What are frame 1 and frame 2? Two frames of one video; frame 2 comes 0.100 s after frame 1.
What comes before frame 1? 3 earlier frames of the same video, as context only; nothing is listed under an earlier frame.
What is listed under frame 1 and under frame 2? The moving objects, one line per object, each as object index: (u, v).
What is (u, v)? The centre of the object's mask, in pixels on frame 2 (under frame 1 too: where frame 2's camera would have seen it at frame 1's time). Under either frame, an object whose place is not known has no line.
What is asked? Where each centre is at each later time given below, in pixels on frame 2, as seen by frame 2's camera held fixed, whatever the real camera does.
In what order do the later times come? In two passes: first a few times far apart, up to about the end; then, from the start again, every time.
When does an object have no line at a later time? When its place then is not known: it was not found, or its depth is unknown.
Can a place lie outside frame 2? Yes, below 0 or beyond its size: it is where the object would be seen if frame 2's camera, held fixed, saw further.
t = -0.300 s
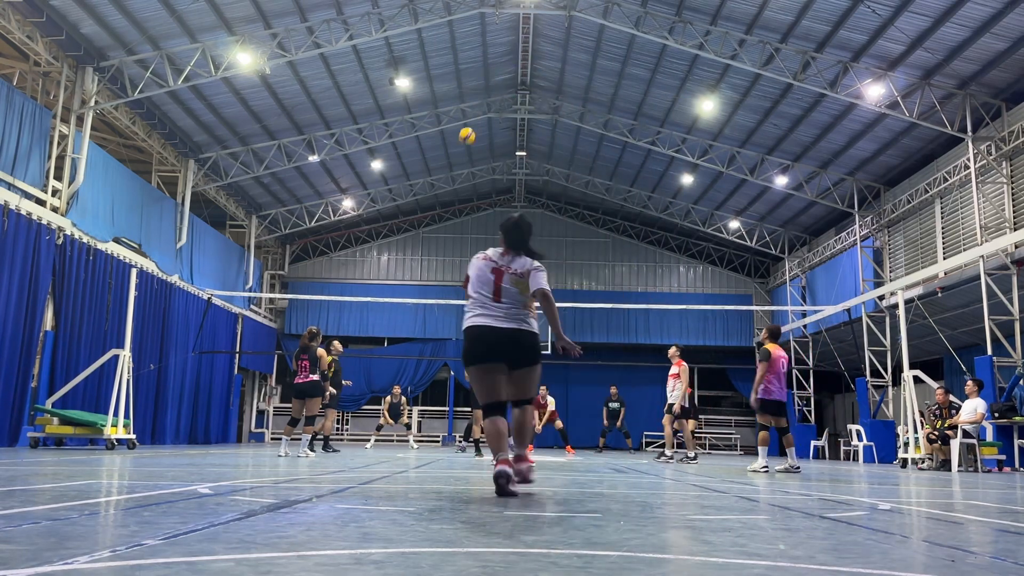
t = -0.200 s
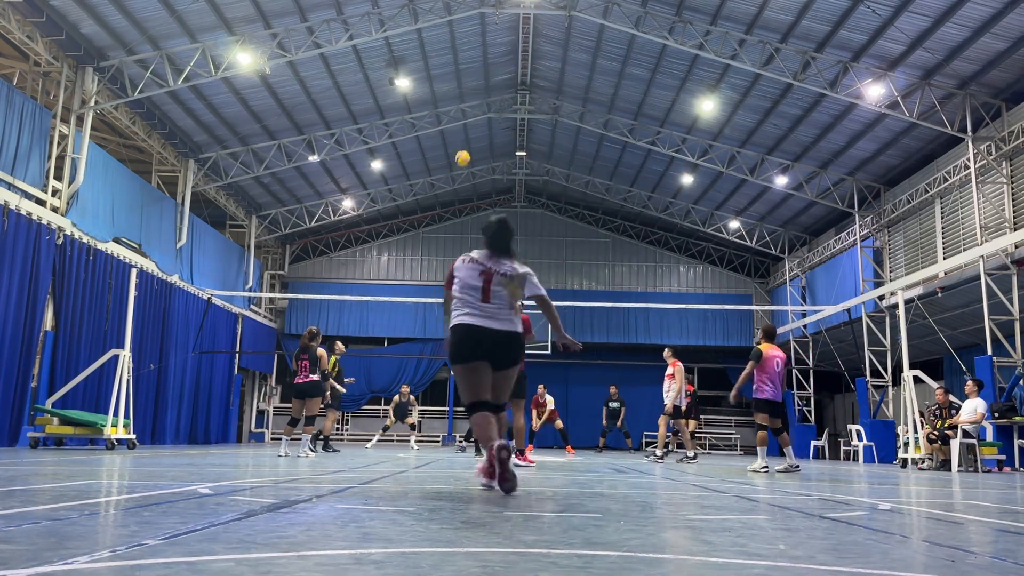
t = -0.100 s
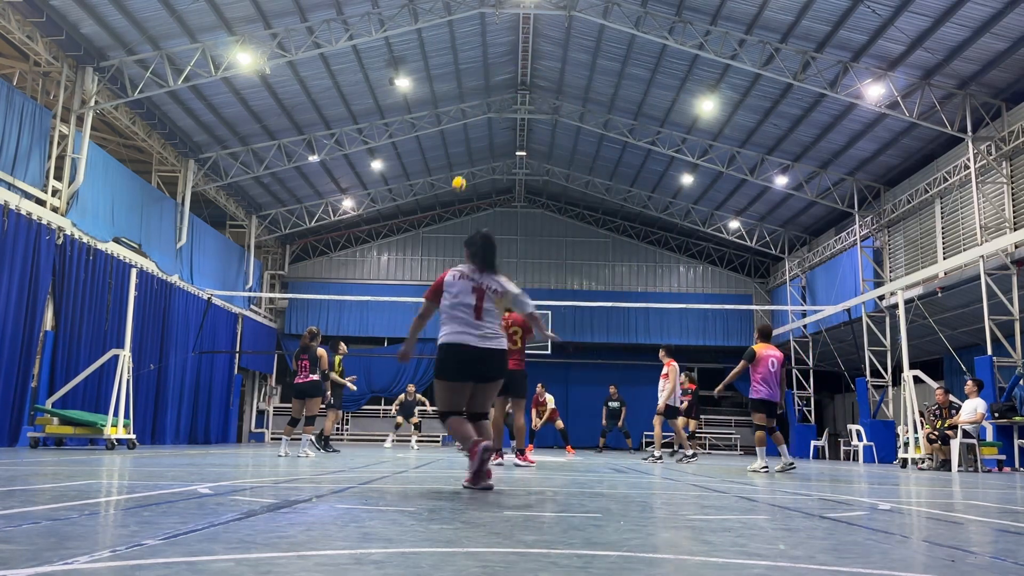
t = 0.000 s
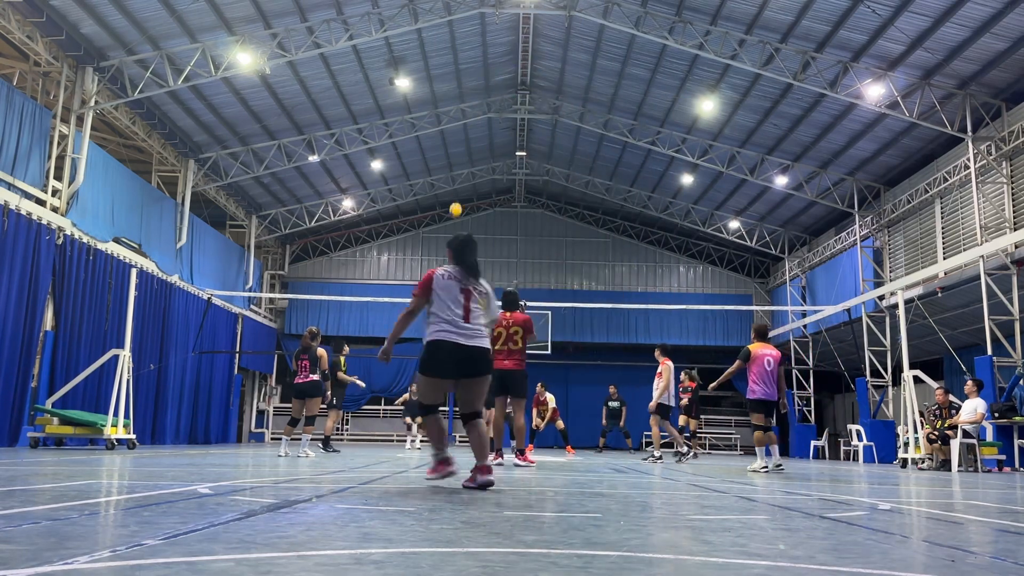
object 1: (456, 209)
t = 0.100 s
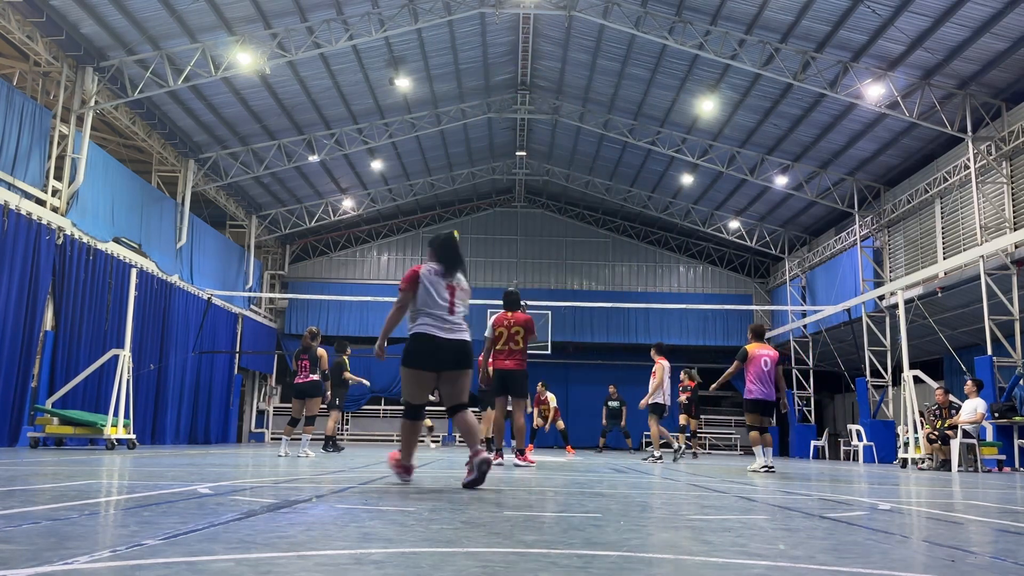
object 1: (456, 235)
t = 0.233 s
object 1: (450, 273)
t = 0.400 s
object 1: (447, 323)
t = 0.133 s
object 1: (455, 245)
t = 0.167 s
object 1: (452, 254)
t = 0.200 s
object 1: (451, 264)
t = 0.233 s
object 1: (450, 273)
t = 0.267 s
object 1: (449, 283)
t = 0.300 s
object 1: (448, 292)
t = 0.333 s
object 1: (448, 302)
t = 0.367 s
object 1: (447, 312)
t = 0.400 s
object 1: (447, 323)
